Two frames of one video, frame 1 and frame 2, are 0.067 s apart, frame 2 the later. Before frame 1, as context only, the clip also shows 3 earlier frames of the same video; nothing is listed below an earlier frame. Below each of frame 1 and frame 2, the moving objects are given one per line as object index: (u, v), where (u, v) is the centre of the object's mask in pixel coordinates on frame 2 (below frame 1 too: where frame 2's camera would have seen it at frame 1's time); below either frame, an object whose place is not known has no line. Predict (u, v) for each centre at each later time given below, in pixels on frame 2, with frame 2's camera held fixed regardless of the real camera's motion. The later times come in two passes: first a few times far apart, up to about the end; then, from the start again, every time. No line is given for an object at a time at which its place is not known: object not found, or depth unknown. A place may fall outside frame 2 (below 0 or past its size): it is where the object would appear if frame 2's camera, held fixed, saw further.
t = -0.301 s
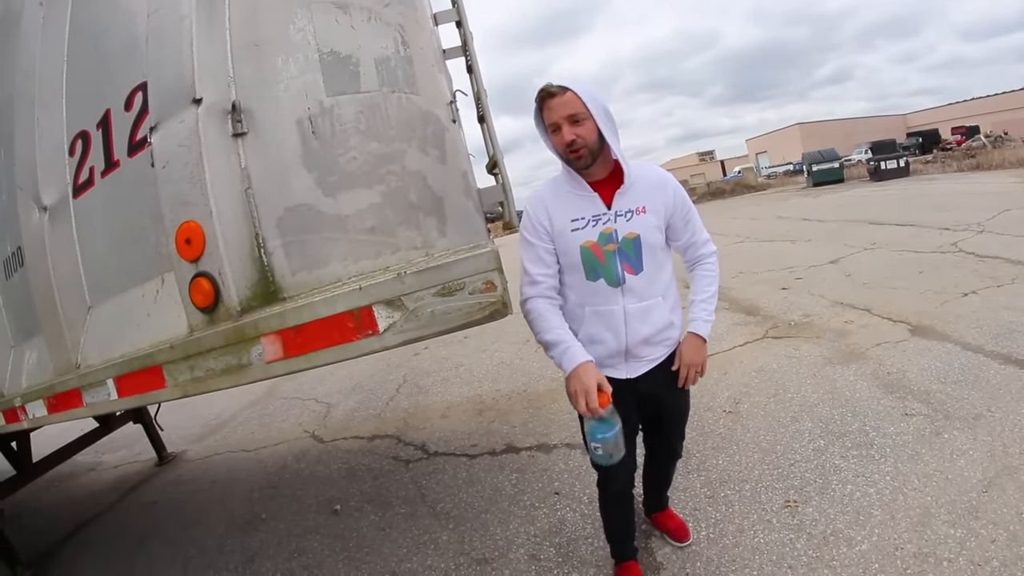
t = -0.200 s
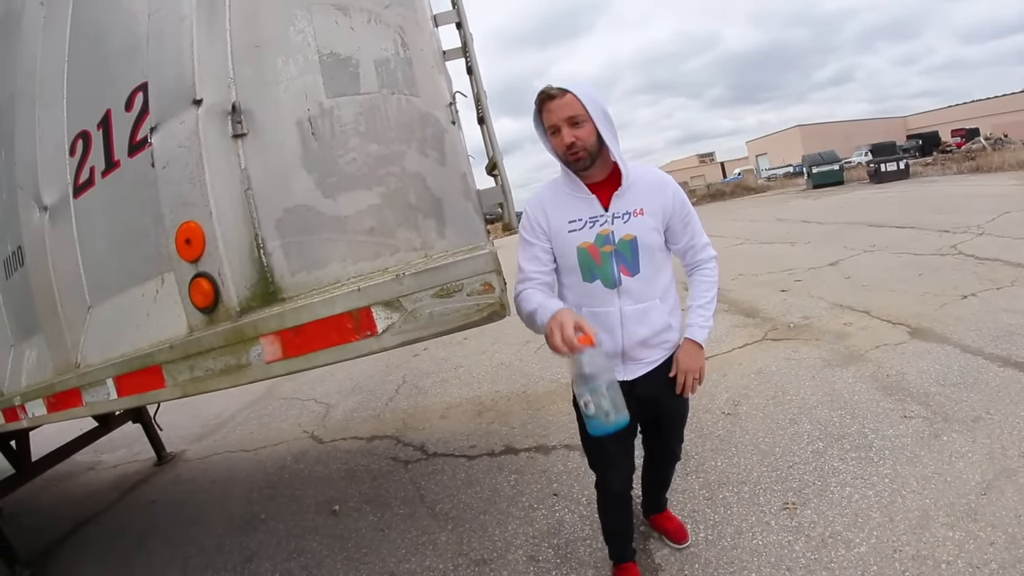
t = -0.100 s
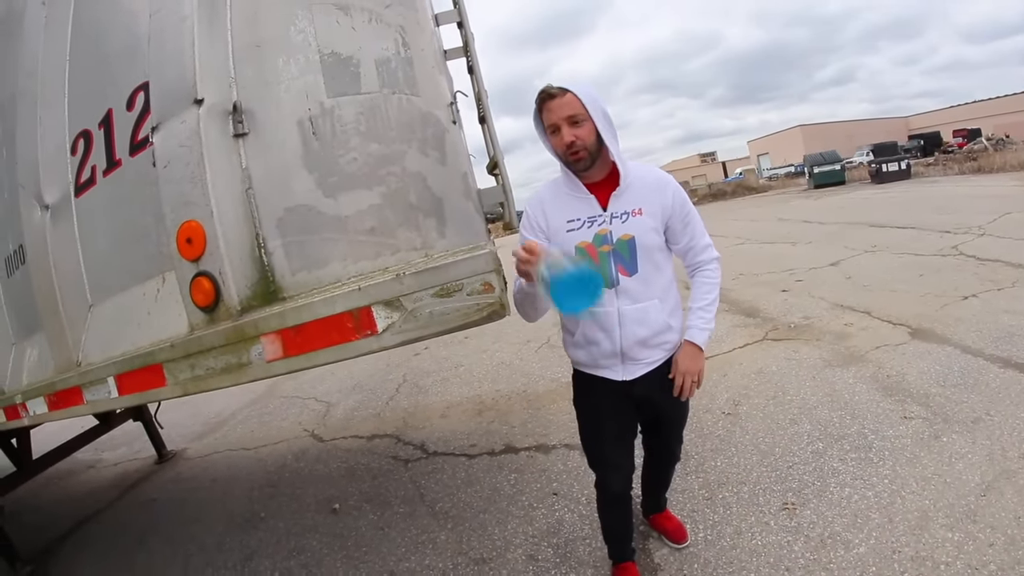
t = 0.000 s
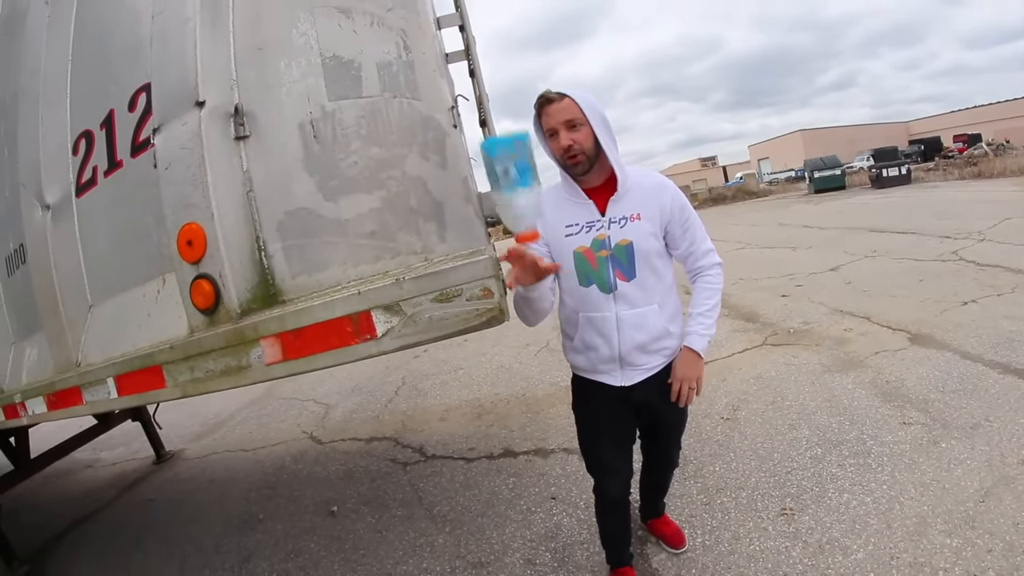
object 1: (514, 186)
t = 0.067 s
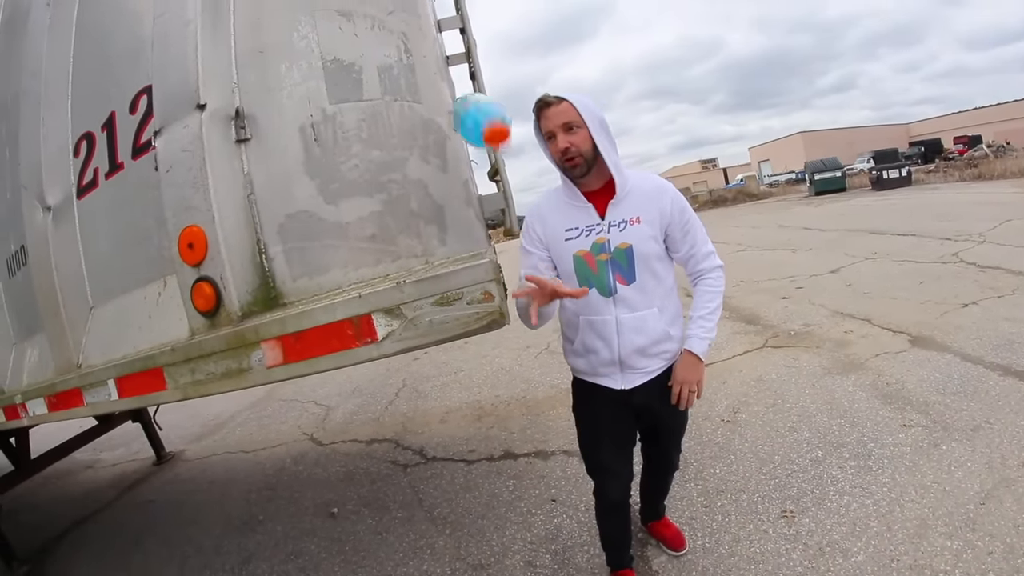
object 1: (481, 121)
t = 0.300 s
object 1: (423, 124)
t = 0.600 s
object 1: (461, 238)
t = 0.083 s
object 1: (474, 112)
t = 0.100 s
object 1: (468, 103)
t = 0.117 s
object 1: (462, 96)
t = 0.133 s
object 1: (456, 91)
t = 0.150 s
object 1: (451, 88)
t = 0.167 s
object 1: (446, 87)
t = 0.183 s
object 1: (442, 87)
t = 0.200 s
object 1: (438, 89)
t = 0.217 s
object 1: (435, 91)
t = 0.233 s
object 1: (432, 95)
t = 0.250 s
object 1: (429, 100)
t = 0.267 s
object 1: (426, 106)
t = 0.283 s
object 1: (424, 114)
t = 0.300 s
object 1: (423, 124)
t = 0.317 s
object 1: (422, 134)
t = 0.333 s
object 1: (420, 146)
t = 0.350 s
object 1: (420, 158)
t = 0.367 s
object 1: (420, 171)
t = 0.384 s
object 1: (421, 181)
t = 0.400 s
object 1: (423, 194)
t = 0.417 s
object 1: (428, 206)
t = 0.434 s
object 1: (433, 221)
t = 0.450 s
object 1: (435, 226)
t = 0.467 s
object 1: (437, 226)
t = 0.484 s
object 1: (441, 227)
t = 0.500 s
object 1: (443, 229)
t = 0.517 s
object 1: (447, 230)
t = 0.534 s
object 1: (450, 232)
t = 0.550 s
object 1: (454, 234)
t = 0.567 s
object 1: (457, 237)
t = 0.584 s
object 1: (460, 240)
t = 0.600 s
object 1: (461, 238)
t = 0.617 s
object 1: (461, 237)
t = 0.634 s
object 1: (462, 238)
